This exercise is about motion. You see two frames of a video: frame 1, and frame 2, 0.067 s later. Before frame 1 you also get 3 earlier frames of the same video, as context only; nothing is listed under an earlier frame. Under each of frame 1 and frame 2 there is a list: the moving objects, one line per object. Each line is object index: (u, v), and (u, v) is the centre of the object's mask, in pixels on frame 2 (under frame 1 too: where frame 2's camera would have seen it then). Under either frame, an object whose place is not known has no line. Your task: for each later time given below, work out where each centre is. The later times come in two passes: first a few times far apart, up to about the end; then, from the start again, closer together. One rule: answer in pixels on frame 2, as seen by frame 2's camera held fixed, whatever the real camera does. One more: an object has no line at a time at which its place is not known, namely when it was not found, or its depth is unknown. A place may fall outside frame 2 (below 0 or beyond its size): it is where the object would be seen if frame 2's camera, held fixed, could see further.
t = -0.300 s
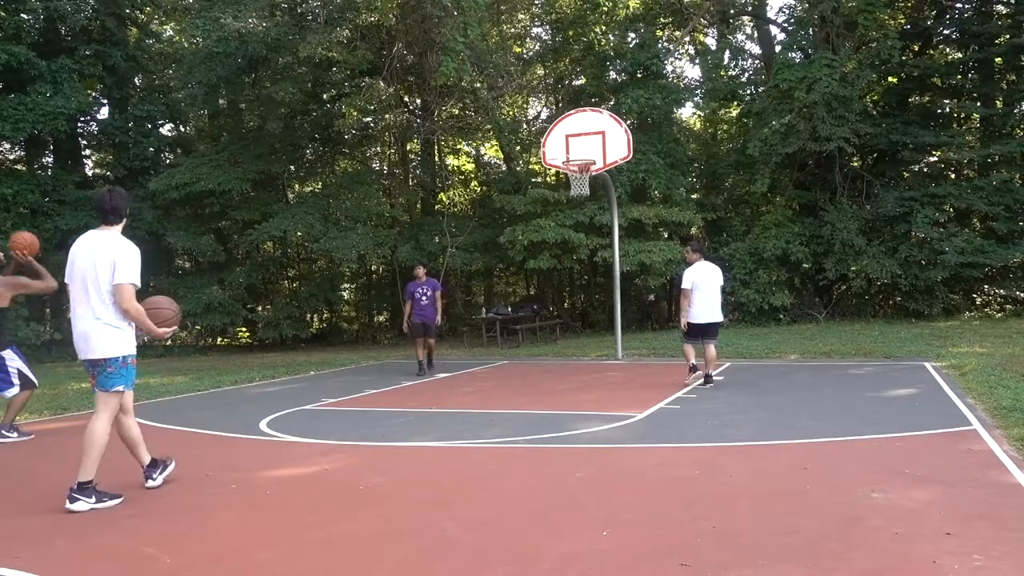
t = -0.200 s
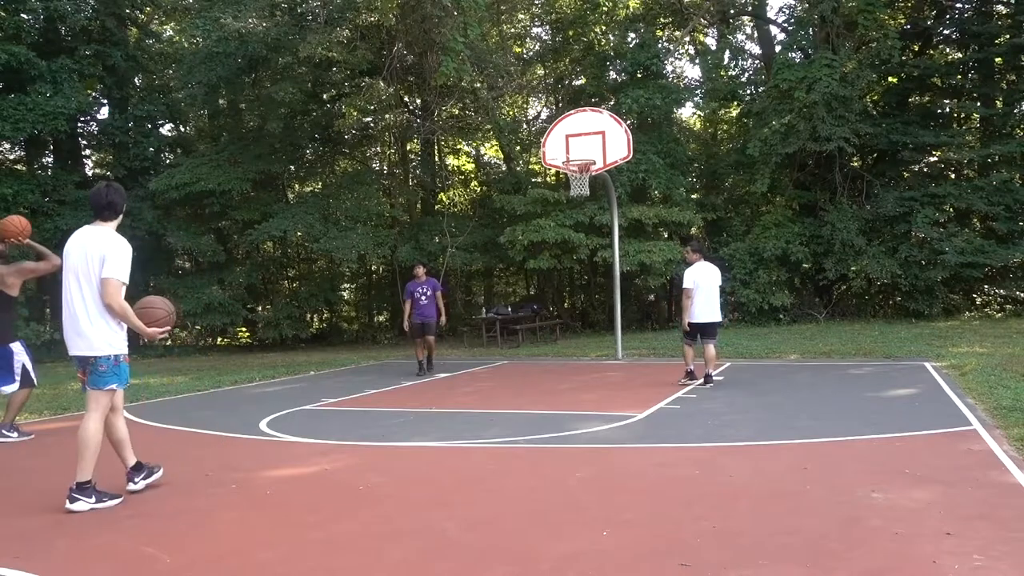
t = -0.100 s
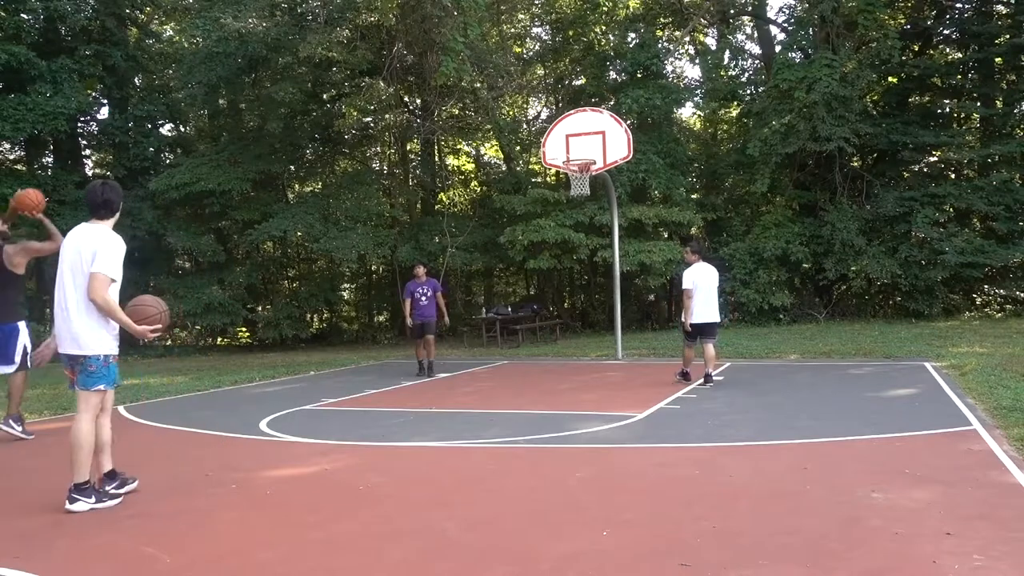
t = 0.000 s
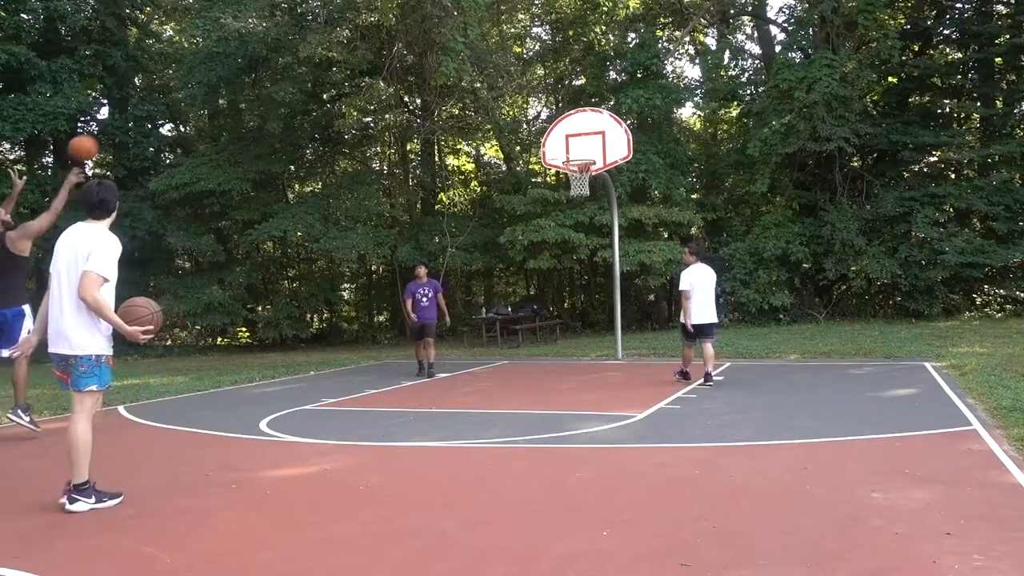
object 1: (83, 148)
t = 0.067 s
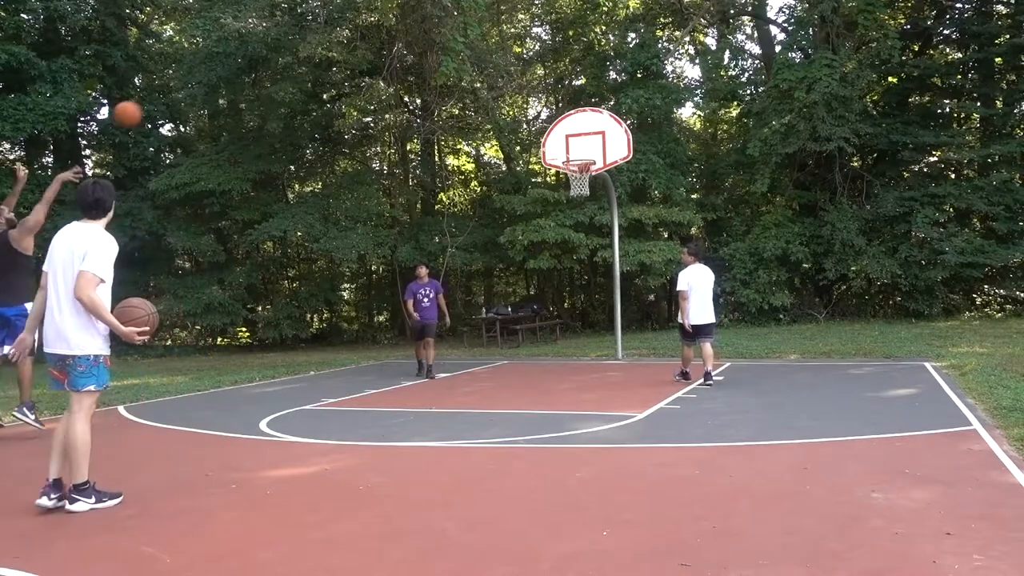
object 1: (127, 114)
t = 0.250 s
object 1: (236, 51)
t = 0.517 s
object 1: (366, 25)
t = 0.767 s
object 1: (464, 53)
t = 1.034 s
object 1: (553, 125)
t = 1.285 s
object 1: (576, 169)
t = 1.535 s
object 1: (570, 183)
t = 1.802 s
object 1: (574, 250)
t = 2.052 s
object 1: (579, 353)
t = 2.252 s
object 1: (583, 305)
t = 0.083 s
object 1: (138, 106)
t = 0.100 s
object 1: (148, 99)
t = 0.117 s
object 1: (159, 92)
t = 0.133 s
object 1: (169, 85)
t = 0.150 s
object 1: (179, 79)
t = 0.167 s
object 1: (190, 74)
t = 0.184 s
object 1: (199, 69)
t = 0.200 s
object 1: (209, 64)
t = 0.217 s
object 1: (218, 59)
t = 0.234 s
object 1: (227, 55)
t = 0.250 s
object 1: (236, 51)
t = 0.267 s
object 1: (245, 47)
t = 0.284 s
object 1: (254, 44)
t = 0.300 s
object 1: (263, 40)
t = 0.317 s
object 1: (272, 38)
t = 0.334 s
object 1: (280, 35)
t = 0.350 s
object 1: (288, 33)
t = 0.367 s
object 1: (296, 31)
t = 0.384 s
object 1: (304, 29)
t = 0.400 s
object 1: (312, 27)
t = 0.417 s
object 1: (320, 27)
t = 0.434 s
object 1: (328, 27)
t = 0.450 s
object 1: (336, 25)
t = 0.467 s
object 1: (344, 25)
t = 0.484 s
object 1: (351, 24)
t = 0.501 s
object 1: (358, 24)
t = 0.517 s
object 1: (366, 25)
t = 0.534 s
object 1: (373, 25)
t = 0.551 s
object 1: (381, 26)
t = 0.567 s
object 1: (388, 27)
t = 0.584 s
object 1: (394, 28)
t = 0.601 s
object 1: (401, 29)
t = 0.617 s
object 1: (407, 31)
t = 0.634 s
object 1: (414, 32)
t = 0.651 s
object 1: (420, 34)
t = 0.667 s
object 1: (428, 36)
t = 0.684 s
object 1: (434, 39)
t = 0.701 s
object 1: (441, 41)
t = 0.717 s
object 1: (445, 44)
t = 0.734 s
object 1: (452, 46)
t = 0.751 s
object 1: (458, 50)
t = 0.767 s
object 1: (464, 53)
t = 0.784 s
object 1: (471, 56)
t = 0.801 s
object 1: (477, 59)
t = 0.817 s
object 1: (482, 63)
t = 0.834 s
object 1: (488, 67)
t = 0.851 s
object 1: (494, 70)
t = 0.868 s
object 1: (500, 75)
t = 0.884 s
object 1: (506, 80)
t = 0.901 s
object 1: (511, 84)
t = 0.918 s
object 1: (516, 88)
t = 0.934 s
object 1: (521, 93)
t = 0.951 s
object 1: (527, 97)
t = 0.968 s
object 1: (531, 101)
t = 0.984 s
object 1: (537, 108)
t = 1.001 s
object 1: (543, 114)
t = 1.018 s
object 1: (548, 120)
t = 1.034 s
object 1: (553, 125)
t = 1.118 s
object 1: (577, 153)
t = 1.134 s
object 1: (582, 160)
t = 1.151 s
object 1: (582, 164)
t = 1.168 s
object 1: (581, 167)
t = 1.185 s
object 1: (580, 170)
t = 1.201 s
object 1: (579, 169)
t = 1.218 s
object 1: (577, 174)
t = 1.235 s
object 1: (576, 173)
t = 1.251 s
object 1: (577, 170)
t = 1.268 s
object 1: (577, 169)
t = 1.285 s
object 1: (576, 169)
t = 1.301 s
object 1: (571, 173)
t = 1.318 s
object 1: (571, 173)
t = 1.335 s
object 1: (570, 172)
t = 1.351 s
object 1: (571, 169)
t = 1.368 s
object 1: (570, 172)
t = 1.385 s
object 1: (569, 172)
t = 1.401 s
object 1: (569, 172)
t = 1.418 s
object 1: (569, 173)
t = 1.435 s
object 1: (569, 173)
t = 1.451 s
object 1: (569, 175)
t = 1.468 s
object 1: (569, 176)
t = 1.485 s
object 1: (569, 178)
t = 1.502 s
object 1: (570, 180)
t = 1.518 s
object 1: (570, 181)
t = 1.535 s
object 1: (570, 183)
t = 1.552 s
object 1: (570, 187)
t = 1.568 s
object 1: (571, 190)
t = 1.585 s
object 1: (571, 193)
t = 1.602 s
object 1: (571, 196)
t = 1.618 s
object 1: (571, 199)
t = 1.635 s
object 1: (571, 203)
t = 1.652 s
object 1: (572, 207)
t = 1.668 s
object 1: (572, 210)
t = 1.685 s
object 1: (572, 215)
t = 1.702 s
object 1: (572, 220)
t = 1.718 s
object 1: (573, 224)
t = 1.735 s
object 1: (573, 229)
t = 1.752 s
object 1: (573, 234)
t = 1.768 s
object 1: (574, 239)
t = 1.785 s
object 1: (574, 245)
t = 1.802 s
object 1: (574, 250)
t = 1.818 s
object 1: (574, 255)
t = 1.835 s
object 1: (574, 261)
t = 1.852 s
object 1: (574, 268)
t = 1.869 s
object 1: (575, 274)
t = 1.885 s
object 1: (575, 280)
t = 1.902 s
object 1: (575, 286)
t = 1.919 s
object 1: (576, 293)
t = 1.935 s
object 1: (576, 300)
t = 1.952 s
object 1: (576, 307)
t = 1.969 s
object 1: (576, 315)
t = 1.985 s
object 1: (577, 322)
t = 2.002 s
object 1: (577, 329)
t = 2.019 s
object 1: (577, 336)
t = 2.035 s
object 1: (579, 344)
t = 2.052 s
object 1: (579, 353)
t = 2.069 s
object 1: (578, 361)
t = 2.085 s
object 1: (579, 361)
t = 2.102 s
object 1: (580, 355)
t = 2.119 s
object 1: (580, 349)
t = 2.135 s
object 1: (580, 342)
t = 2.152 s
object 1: (580, 337)
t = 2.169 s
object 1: (581, 331)
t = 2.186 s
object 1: (581, 325)
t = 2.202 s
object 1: (581, 320)
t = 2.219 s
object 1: (582, 315)
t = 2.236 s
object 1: (582, 310)
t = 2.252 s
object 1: (583, 305)
